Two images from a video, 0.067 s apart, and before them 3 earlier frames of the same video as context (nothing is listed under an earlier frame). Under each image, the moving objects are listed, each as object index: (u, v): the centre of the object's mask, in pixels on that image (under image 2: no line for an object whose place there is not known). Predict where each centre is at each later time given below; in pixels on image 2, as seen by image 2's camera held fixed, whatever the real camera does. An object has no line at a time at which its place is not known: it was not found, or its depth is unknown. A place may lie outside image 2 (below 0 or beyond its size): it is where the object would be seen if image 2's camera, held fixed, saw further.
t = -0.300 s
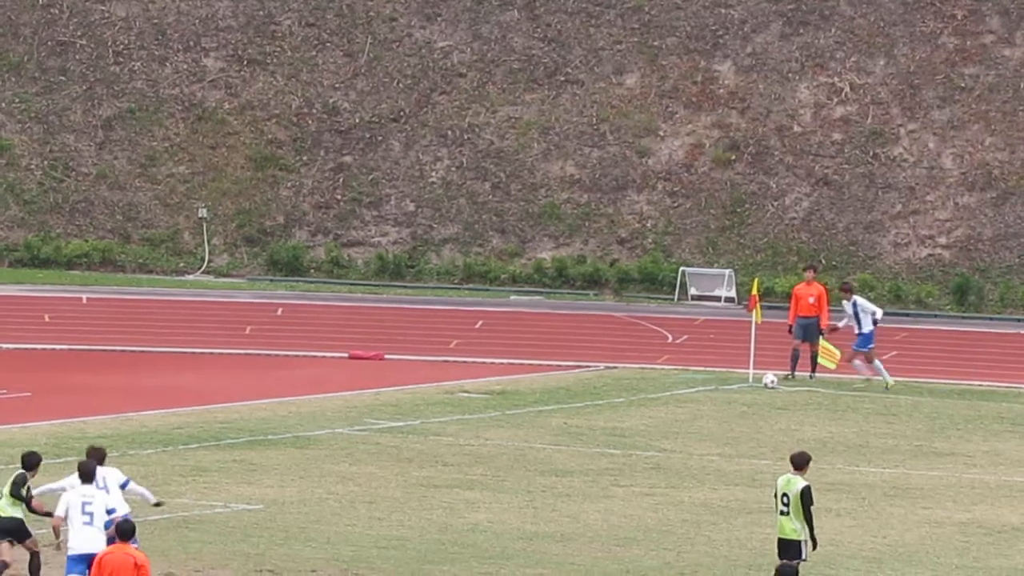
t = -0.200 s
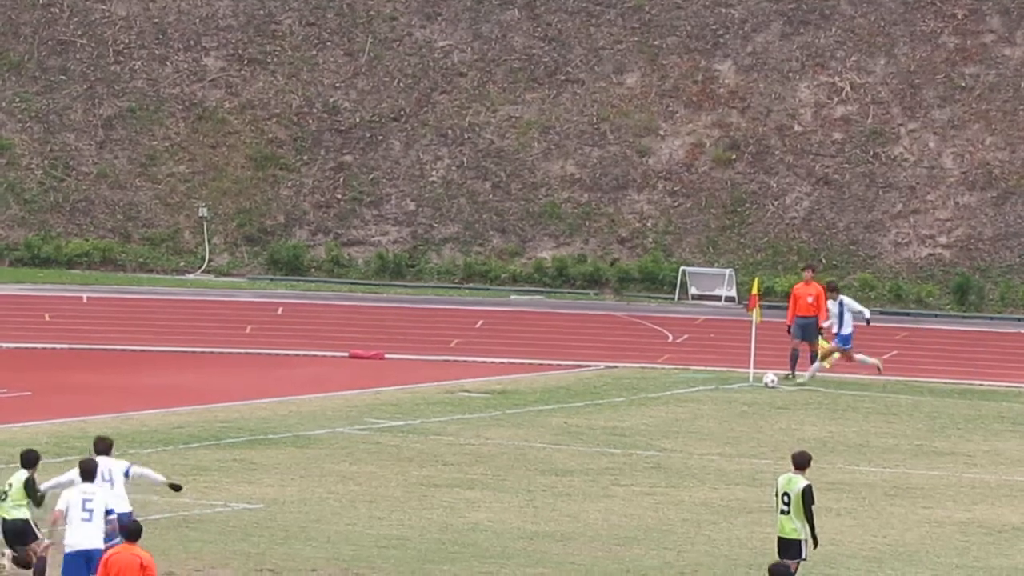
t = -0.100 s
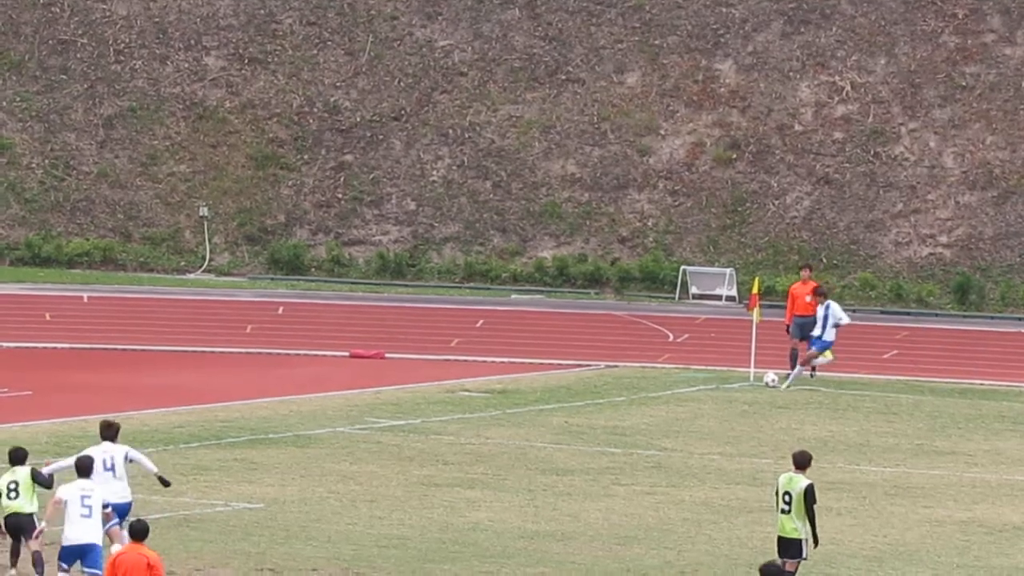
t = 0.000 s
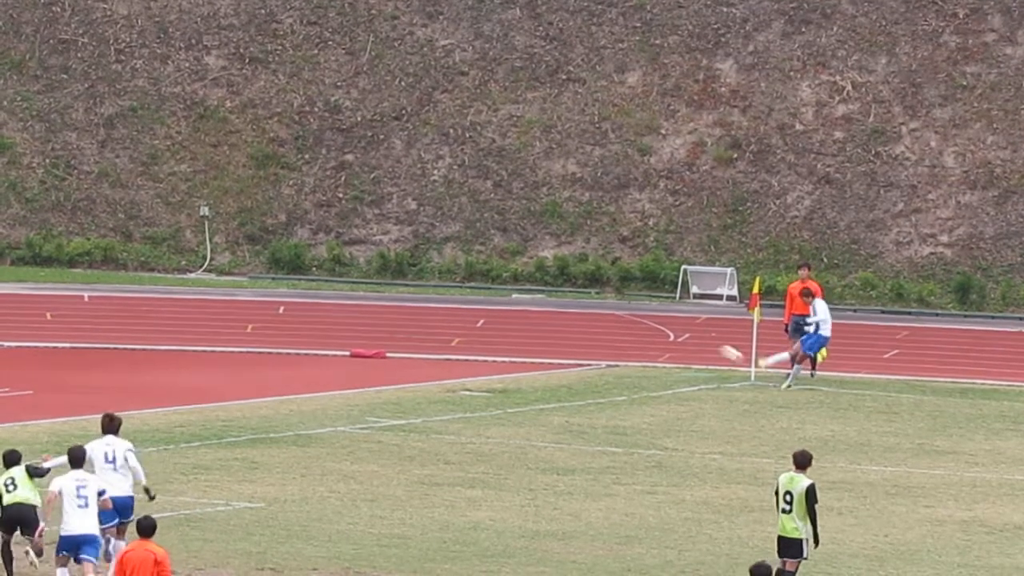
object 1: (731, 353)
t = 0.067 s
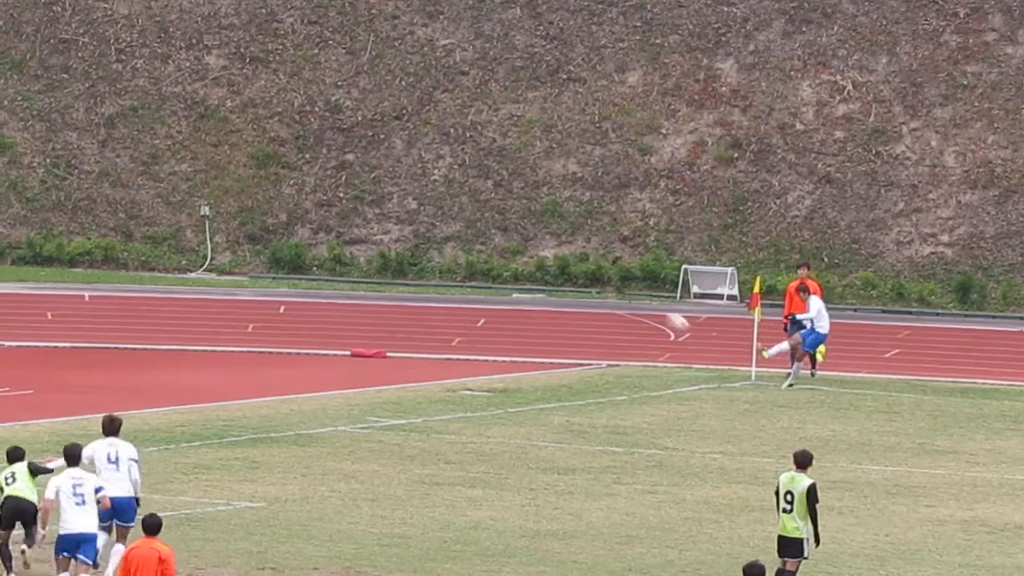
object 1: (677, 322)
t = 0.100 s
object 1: (651, 305)
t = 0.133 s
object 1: (626, 292)
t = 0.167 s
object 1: (601, 279)
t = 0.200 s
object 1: (581, 267)
